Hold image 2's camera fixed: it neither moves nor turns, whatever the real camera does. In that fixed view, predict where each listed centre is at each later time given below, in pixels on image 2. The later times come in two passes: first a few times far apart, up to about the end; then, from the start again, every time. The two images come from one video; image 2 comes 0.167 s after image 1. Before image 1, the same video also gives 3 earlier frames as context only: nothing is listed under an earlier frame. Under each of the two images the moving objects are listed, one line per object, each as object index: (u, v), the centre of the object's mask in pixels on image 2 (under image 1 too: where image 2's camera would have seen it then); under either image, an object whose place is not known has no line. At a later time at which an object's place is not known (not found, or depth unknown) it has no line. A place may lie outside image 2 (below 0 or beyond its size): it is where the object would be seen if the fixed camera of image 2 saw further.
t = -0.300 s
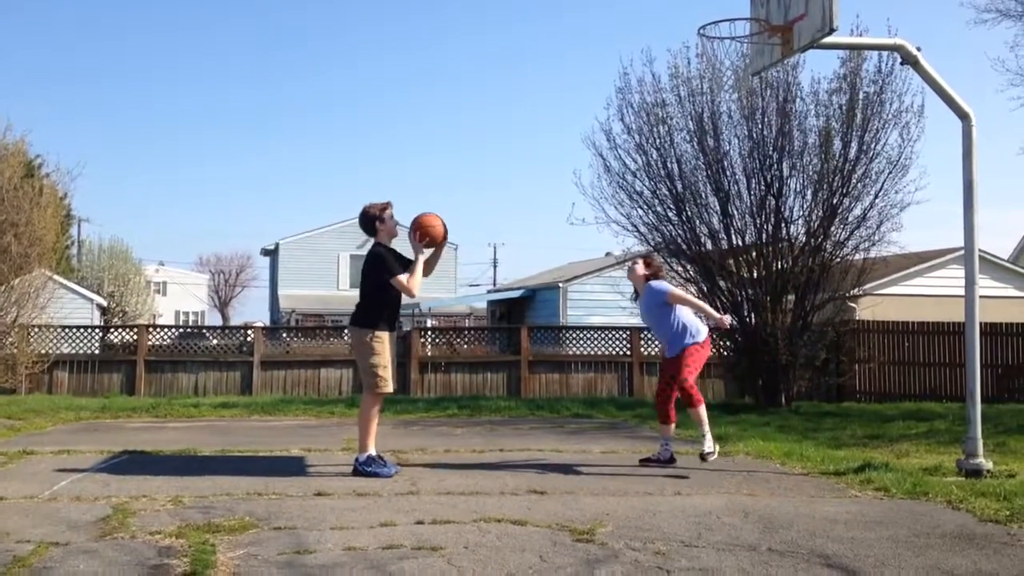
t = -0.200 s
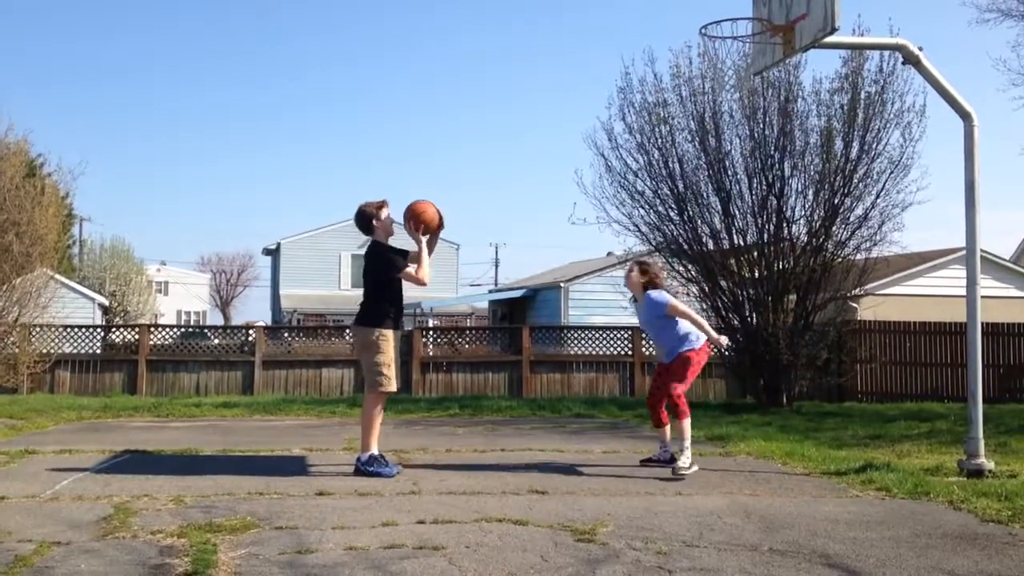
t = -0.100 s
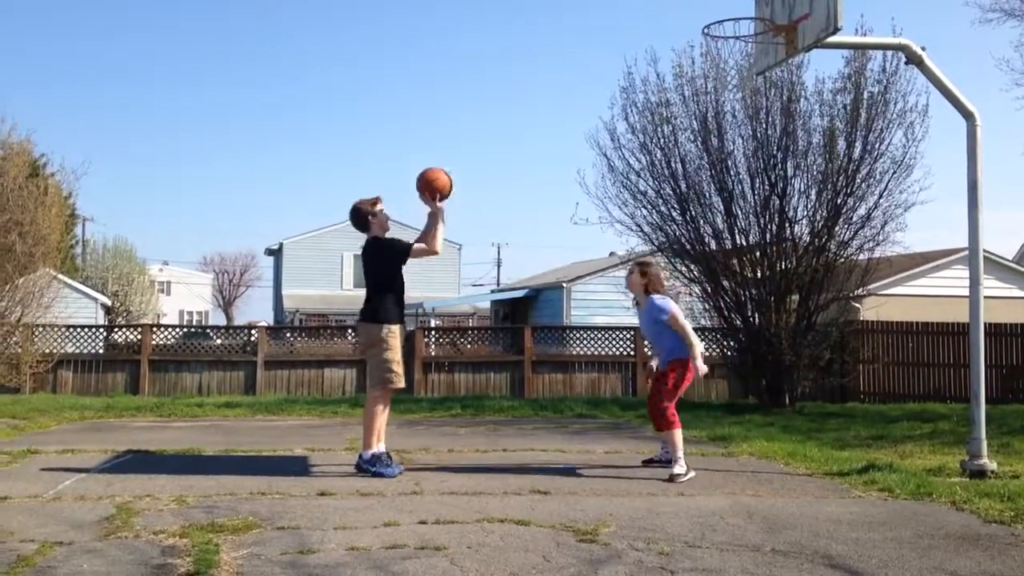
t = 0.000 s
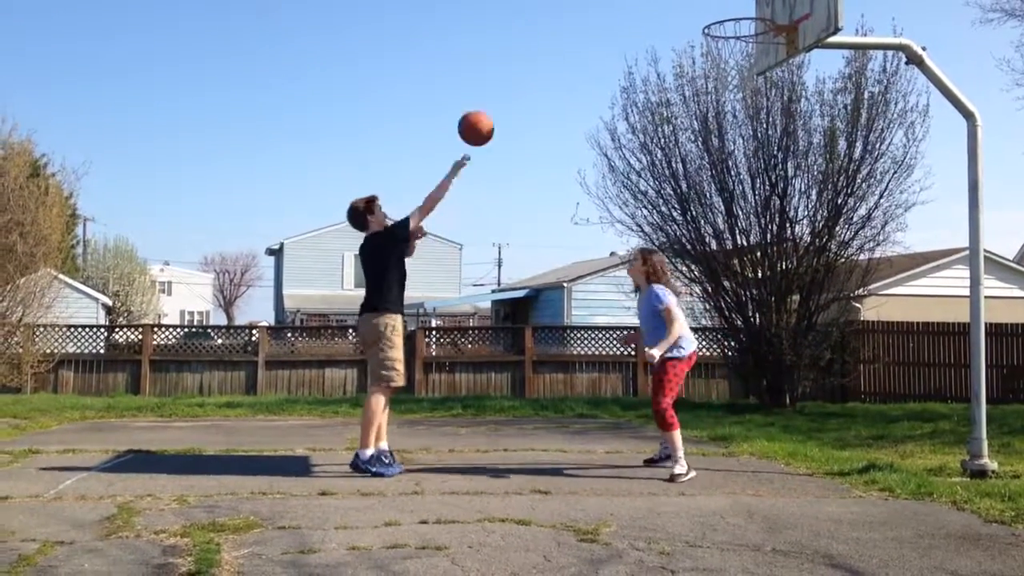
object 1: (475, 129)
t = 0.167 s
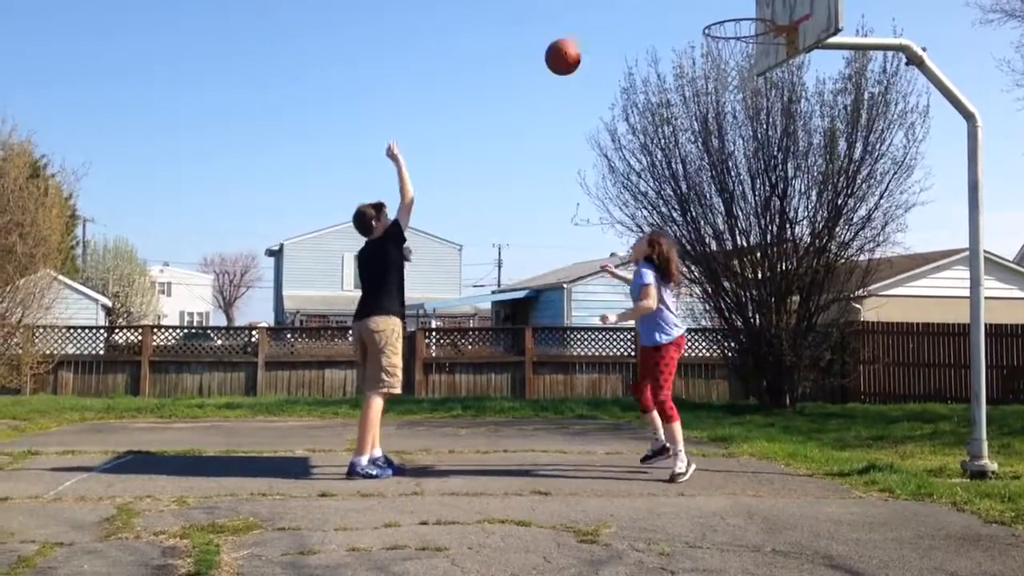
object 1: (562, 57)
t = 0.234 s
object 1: (597, 39)
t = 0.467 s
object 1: (674, 17)
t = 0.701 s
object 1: (579, 28)
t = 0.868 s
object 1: (507, 90)
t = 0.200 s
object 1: (580, 47)
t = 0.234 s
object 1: (597, 39)
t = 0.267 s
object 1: (615, 33)
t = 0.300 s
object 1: (632, 28)
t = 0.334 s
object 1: (649, 24)
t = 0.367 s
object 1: (666, 22)
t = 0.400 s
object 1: (684, 21)
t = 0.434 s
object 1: (687, 20)
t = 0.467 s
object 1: (674, 17)
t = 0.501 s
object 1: (660, 15)
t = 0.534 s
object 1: (647, 14)
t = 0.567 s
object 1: (633, 15)
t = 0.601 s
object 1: (619, 16)
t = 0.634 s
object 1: (606, 18)
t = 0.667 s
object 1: (593, 22)
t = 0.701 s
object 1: (579, 28)
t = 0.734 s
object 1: (564, 37)
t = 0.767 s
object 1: (550, 48)
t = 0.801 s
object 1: (536, 60)
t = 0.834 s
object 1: (522, 74)
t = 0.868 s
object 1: (507, 90)
